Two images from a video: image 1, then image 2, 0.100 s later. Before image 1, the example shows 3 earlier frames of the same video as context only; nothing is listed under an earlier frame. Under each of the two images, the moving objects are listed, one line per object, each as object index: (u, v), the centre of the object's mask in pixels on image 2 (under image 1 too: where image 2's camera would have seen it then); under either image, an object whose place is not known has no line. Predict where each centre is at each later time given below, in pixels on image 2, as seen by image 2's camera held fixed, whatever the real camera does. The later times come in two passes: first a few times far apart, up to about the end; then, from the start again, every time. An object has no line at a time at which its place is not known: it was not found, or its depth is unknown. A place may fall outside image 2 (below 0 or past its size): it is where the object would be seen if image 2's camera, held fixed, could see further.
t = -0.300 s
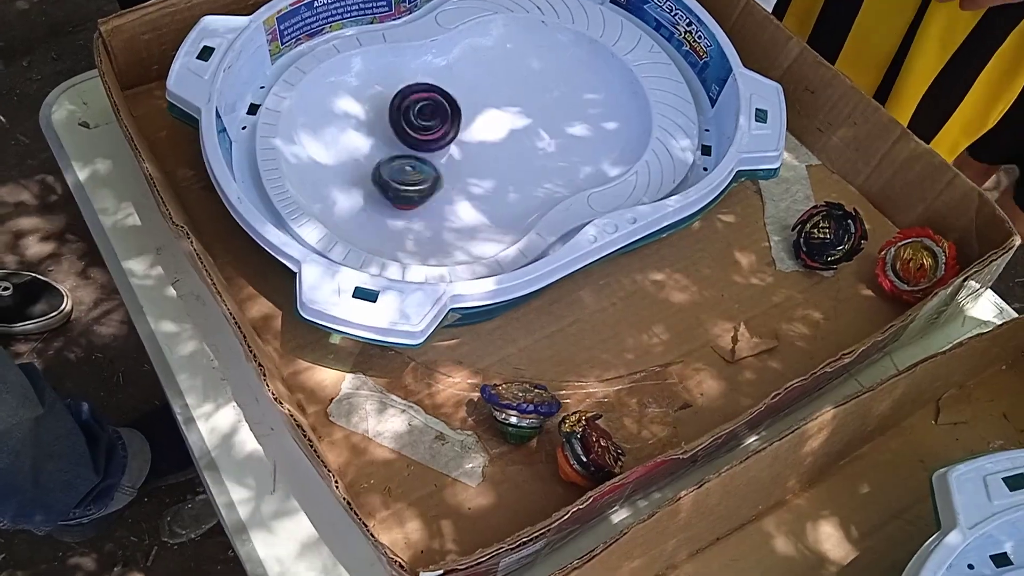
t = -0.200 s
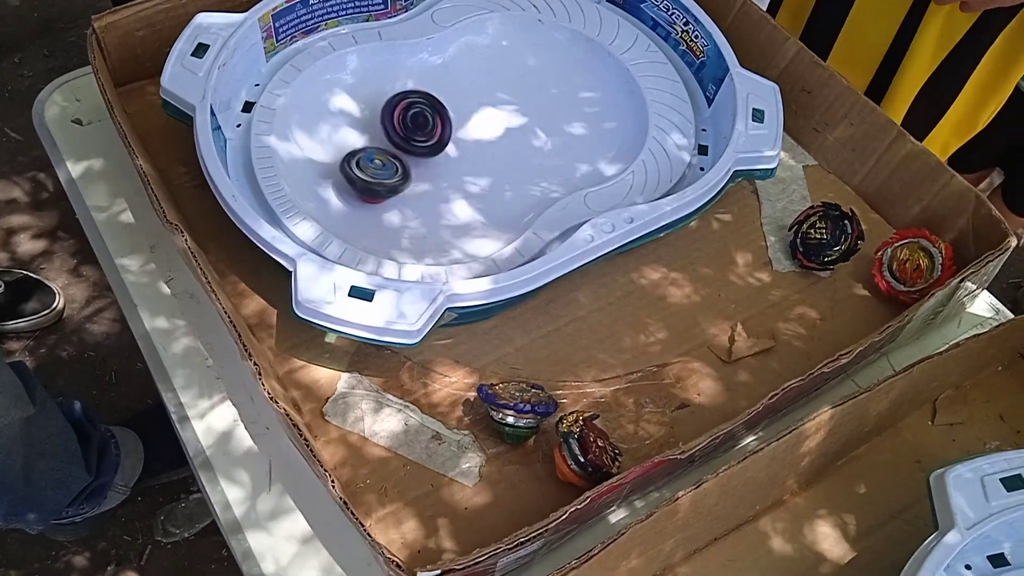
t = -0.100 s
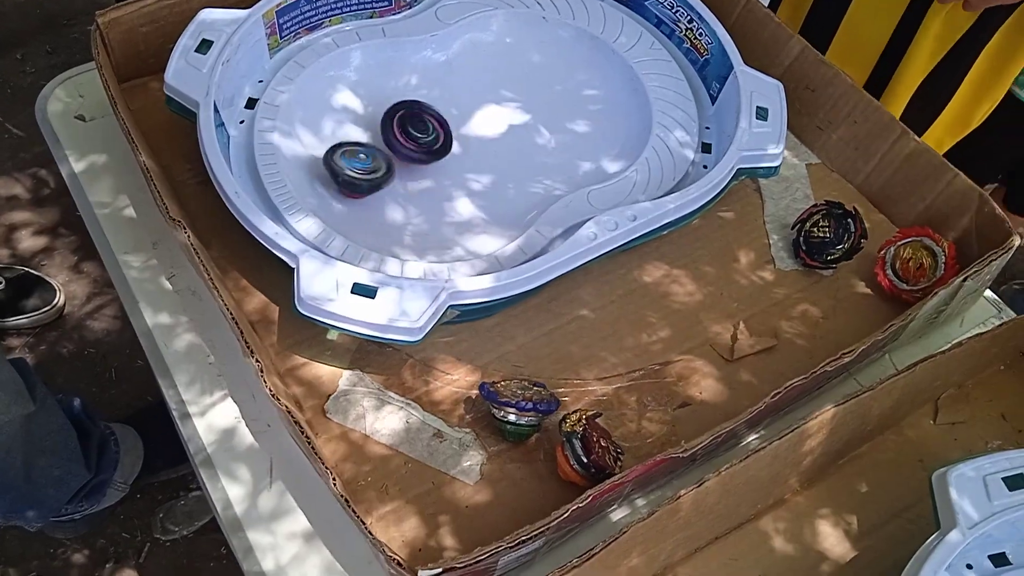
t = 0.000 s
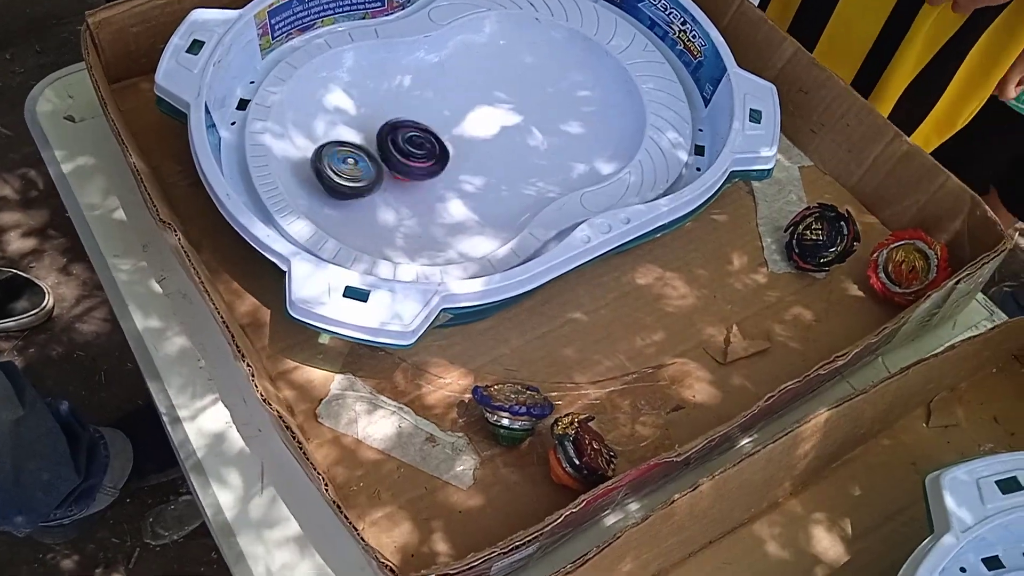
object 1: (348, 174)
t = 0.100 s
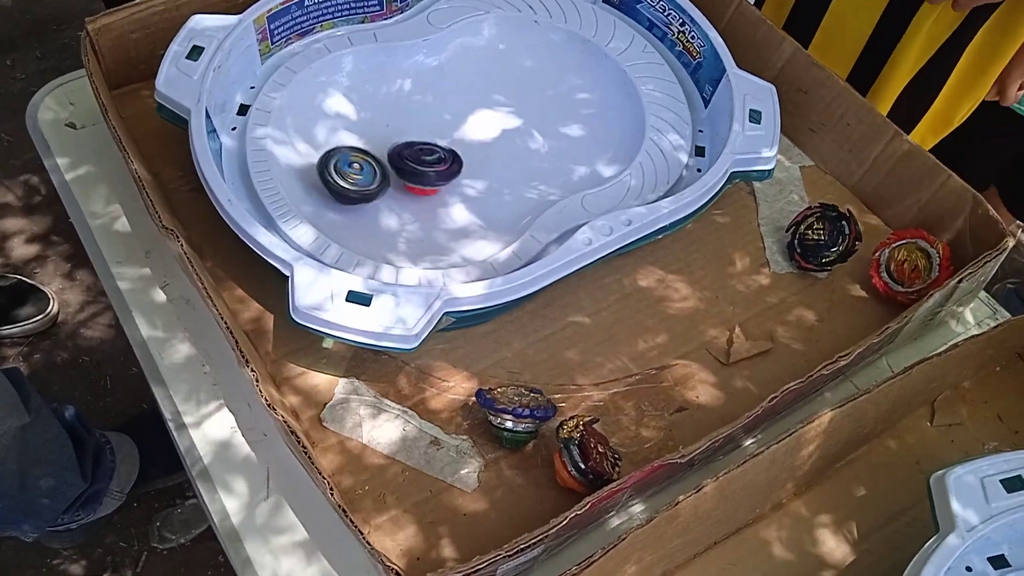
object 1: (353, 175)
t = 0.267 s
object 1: (350, 179)
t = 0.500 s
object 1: (408, 163)
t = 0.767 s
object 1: (462, 138)
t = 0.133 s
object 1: (348, 175)
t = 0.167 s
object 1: (345, 176)
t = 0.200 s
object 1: (345, 177)
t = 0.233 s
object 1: (346, 178)
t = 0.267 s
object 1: (350, 179)
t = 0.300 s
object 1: (355, 180)
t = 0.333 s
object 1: (362, 179)
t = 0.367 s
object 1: (370, 178)
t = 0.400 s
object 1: (379, 175)
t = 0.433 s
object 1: (389, 172)
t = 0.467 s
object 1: (399, 168)
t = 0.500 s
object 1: (408, 163)
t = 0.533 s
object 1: (417, 158)
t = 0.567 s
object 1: (424, 152)
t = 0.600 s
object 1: (432, 147)
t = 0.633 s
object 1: (439, 143)
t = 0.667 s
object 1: (446, 139)
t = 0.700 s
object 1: (452, 138)
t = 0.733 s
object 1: (457, 137)
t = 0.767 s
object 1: (462, 138)
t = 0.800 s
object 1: (466, 139)
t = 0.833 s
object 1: (470, 141)
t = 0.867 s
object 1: (474, 143)
